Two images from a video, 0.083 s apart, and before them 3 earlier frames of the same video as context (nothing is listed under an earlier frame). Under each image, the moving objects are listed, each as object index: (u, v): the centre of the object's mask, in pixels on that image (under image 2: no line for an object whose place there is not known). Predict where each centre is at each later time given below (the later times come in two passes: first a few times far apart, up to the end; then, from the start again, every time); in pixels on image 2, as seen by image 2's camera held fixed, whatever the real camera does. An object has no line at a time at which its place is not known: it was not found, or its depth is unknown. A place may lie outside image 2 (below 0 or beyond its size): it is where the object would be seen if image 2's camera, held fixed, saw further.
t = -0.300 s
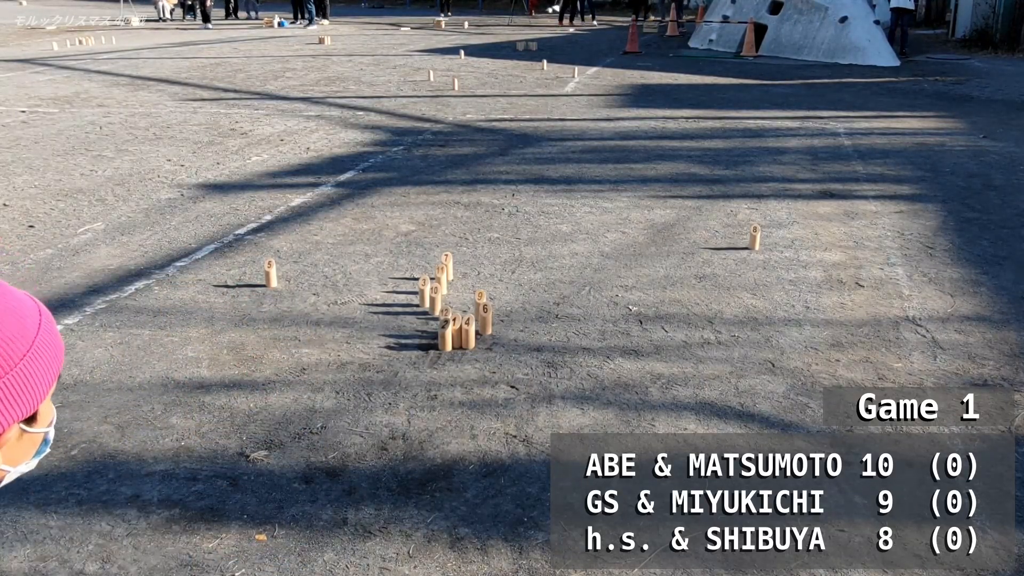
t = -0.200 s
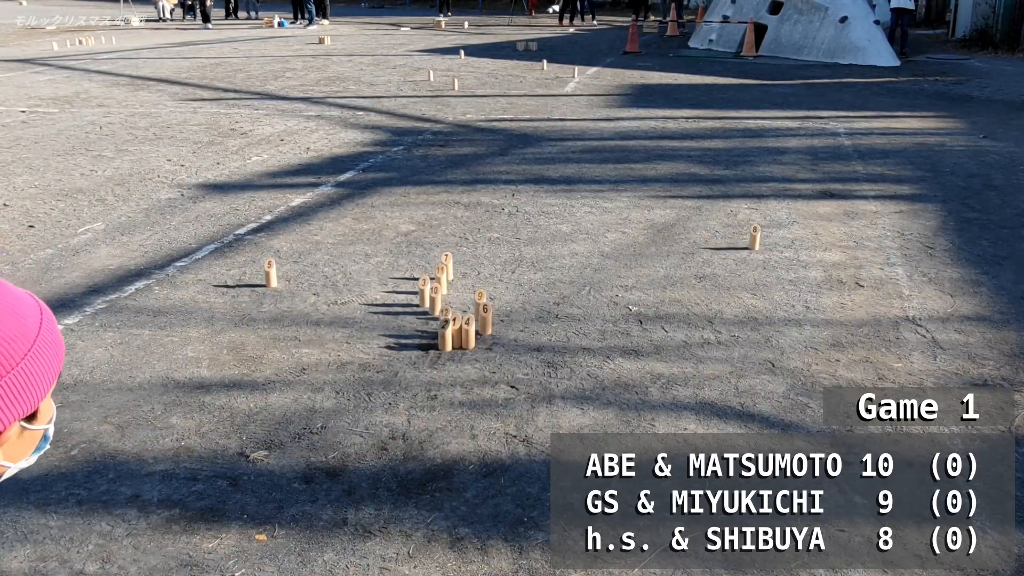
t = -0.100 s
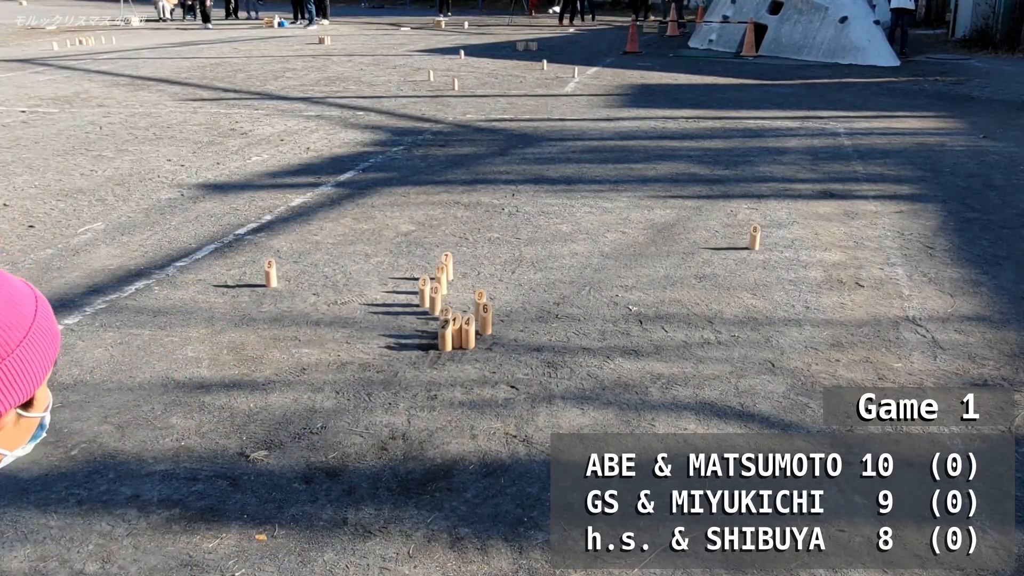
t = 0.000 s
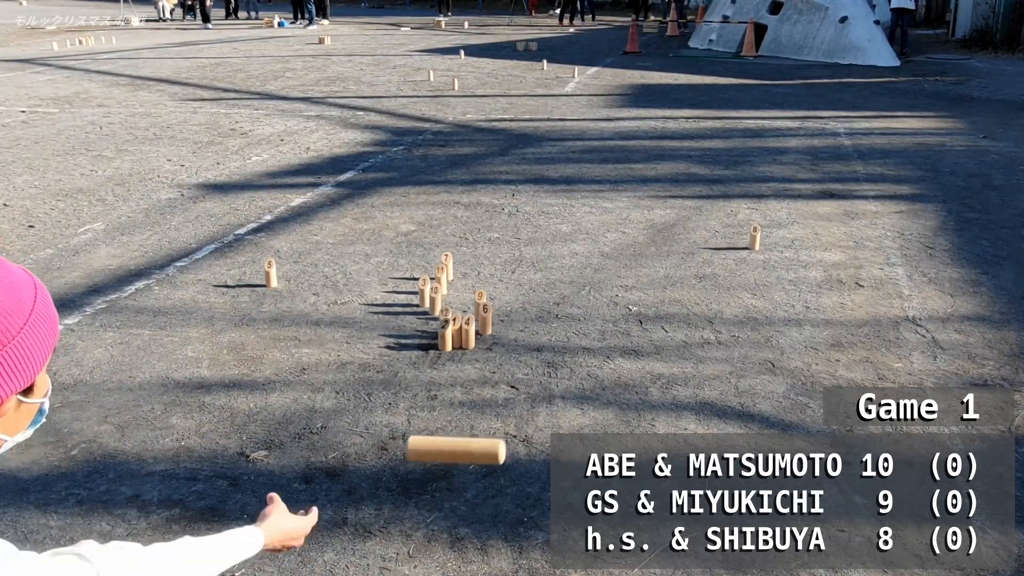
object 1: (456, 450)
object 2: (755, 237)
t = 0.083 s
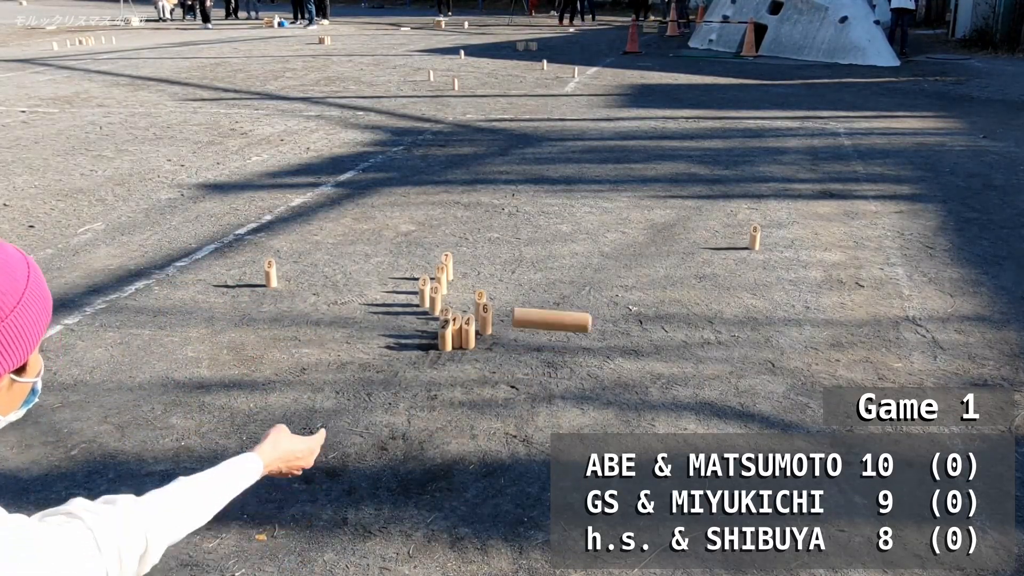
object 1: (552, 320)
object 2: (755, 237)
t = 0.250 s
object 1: (662, 221)
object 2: (755, 237)
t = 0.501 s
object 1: (738, 236)
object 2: (755, 236)
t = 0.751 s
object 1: (753, 215)
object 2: (805, 206)
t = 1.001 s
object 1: (756, 191)
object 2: (828, 197)
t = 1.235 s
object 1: (754, 191)
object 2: (835, 193)
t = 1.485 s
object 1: (749, 188)
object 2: (835, 187)
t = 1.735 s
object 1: (749, 187)
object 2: (833, 182)
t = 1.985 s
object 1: (750, 186)
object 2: (830, 178)
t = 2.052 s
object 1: (750, 186)
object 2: (830, 178)
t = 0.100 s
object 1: (566, 303)
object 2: (755, 237)
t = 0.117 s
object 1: (580, 287)
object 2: (755, 237)
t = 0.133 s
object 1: (593, 274)
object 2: (755, 237)
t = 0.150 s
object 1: (604, 262)
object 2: (755, 237)
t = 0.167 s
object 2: (755, 237)
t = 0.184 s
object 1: (627, 243)
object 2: (755, 237)
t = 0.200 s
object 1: (636, 236)
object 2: (755, 237)
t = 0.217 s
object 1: (645, 230)
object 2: (755, 237)
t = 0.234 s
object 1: (654, 224)
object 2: (755, 237)
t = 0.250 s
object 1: (662, 221)
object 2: (755, 237)
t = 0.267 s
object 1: (669, 217)
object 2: (755, 237)
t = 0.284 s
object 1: (676, 215)
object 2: (755, 237)
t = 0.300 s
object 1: (682, 213)
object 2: (755, 237)
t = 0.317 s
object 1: (689, 212)
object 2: (755, 237)
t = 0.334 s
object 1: (694, 212)
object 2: (755, 237)
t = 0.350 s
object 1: (700, 213)
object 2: (755, 237)
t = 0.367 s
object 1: (705, 214)
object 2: (755, 237)
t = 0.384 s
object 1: (710, 215)
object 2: (755, 237)
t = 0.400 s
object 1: (715, 217)
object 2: (755, 237)
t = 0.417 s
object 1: (719, 219)
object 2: (754, 237)
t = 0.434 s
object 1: (723, 222)
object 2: (754, 237)
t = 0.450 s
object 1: (728, 225)
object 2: (754, 237)
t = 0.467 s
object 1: (731, 229)
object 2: (755, 237)
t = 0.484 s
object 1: (734, 232)
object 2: (755, 237)
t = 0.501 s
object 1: (738, 236)
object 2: (755, 236)
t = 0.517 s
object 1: (739, 240)
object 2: (755, 236)
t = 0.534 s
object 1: (742, 242)
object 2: (757, 233)
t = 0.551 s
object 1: (743, 239)
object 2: (760, 233)
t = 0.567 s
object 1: (744, 235)
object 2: (765, 226)
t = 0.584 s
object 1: (746, 233)
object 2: (770, 222)
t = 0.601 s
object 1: (746, 230)
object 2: (773, 219)
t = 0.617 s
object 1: (747, 228)
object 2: (777, 216)
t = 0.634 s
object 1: (747, 226)
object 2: (780, 215)
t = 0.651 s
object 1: (749, 223)
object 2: (784, 212)
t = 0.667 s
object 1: (750, 221)
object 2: (788, 210)
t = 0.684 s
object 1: (750, 219)
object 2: (791, 209)
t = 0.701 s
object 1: (750, 218)
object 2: (794, 207)
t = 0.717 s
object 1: (751, 217)
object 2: (799, 207)
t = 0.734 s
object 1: (752, 216)
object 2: (802, 207)
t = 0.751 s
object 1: (753, 215)
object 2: (805, 206)
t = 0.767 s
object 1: (753, 214)
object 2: (808, 207)
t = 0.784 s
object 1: (754, 212)
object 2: (811, 207)
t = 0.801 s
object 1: (753, 211)
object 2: (812, 206)
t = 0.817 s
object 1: (753, 209)
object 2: (814, 206)
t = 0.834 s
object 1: (754, 208)
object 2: (816, 205)
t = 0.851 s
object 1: (754, 206)
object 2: (817, 203)
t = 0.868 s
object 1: (754, 206)
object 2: (819, 200)
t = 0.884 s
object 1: (754, 203)
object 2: (820, 199)
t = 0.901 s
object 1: (754, 200)
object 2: (822, 197)
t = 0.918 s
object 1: (754, 198)
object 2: (823, 196)
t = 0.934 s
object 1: (754, 197)
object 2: (824, 196)
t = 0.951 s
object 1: (755, 196)
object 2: (825, 196)
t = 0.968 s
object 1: (754, 195)
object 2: (826, 196)
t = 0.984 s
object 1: (756, 193)
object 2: (827, 196)
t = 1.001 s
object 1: (756, 191)
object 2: (828, 197)
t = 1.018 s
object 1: (756, 190)
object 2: (830, 196)
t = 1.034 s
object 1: (756, 189)
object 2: (831, 198)
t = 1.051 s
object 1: (756, 188)
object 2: (832, 199)
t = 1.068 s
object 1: (756, 188)
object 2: (832, 198)
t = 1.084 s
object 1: (756, 189)
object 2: (832, 197)
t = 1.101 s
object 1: (756, 189)
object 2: (831, 197)
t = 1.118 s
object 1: (756, 191)
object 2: (832, 197)
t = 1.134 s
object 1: (756, 191)
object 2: (834, 197)
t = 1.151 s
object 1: (756, 192)
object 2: (833, 196)
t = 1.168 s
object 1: (755, 192)
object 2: (832, 195)
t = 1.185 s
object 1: (754, 192)
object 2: (832, 195)
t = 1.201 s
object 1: (754, 191)
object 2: (833, 194)
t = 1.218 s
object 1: (754, 191)
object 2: (834, 194)
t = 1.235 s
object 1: (754, 191)
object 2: (835, 193)
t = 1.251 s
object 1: (754, 191)
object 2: (835, 193)
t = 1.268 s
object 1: (754, 190)
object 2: (835, 192)
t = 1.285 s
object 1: (754, 190)
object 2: (835, 192)
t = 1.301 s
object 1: (754, 189)
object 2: (834, 191)
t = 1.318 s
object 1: (753, 189)
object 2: (835, 190)
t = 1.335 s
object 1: (752, 189)
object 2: (835, 190)
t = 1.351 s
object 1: (752, 189)
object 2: (835, 190)
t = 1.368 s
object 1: (751, 189)
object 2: (834, 190)
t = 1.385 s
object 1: (750, 189)
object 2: (834, 189)
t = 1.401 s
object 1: (750, 189)
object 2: (834, 188)
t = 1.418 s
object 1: (750, 189)
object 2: (834, 188)
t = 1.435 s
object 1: (749, 189)
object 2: (835, 188)
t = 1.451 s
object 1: (749, 189)
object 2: (834, 188)
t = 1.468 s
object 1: (749, 188)
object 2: (835, 187)
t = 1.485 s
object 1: (749, 188)
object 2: (835, 187)
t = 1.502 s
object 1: (749, 188)
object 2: (835, 187)
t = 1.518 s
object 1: (749, 188)
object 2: (834, 186)
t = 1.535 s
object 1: (749, 188)
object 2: (835, 186)
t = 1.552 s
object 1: (749, 188)
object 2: (835, 186)
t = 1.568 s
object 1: (749, 188)
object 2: (835, 186)
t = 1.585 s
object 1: (749, 188)
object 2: (835, 185)
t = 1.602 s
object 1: (749, 188)
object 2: (834, 185)
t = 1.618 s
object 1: (749, 187)
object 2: (834, 184)
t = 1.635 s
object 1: (749, 187)
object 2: (833, 184)
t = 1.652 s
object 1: (749, 187)
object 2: (833, 184)
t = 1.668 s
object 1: (749, 187)
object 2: (833, 183)
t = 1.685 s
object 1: (749, 187)
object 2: (832, 183)
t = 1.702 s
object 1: (749, 187)
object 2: (833, 182)
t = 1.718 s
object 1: (749, 187)
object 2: (833, 182)
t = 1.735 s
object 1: (749, 187)
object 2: (833, 182)
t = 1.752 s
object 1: (749, 187)
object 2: (833, 182)
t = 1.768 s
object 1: (749, 187)
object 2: (832, 182)
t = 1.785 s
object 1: (749, 187)
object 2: (832, 181)
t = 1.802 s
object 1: (750, 186)
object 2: (831, 181)
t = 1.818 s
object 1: (750, 186)
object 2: (831, 181)
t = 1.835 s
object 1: (750, 186)
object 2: (831, 181)
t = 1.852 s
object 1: (750, 186)
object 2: (831, 181)
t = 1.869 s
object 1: (750, 186)
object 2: (831, 181)
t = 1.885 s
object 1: (750, 186)
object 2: (832, 180)
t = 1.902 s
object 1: (749, 186)
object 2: (831, 180)
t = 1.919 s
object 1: (750, 186)
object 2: (831, 180)
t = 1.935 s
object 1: (750, 186)
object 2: (831, 179)
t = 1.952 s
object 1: (750, 186)
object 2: (830, 179)
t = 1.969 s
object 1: (750, 186)
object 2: (830, 179)
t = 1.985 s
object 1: (750, 186)
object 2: (830, 178)
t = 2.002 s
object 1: (750, 186)
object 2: (830, 178)
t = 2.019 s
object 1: (750, 186)
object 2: (830, 178)
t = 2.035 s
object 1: (750, 186)
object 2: (830, 178)
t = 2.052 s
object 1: (750, 186)
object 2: (830, 178)
